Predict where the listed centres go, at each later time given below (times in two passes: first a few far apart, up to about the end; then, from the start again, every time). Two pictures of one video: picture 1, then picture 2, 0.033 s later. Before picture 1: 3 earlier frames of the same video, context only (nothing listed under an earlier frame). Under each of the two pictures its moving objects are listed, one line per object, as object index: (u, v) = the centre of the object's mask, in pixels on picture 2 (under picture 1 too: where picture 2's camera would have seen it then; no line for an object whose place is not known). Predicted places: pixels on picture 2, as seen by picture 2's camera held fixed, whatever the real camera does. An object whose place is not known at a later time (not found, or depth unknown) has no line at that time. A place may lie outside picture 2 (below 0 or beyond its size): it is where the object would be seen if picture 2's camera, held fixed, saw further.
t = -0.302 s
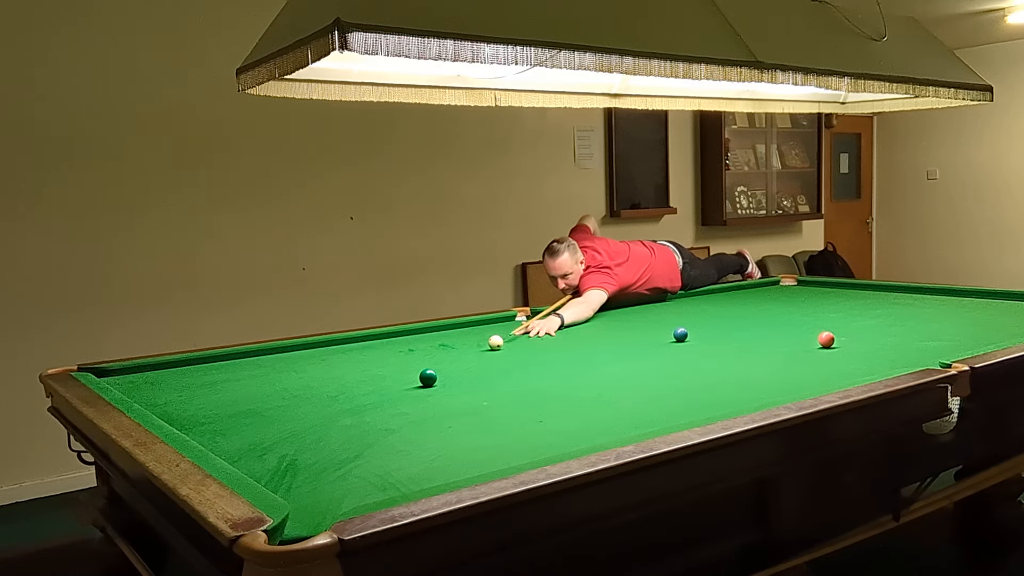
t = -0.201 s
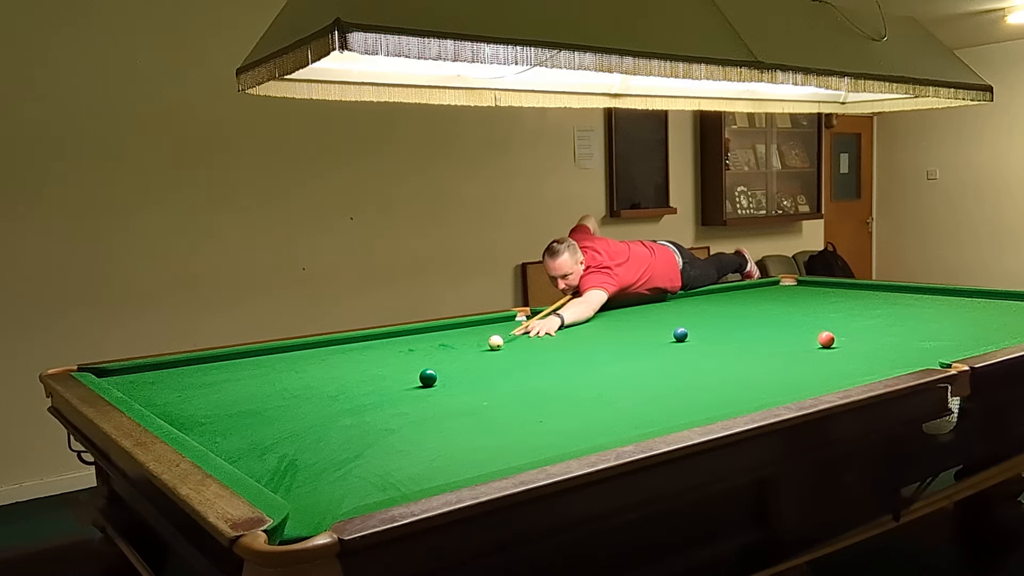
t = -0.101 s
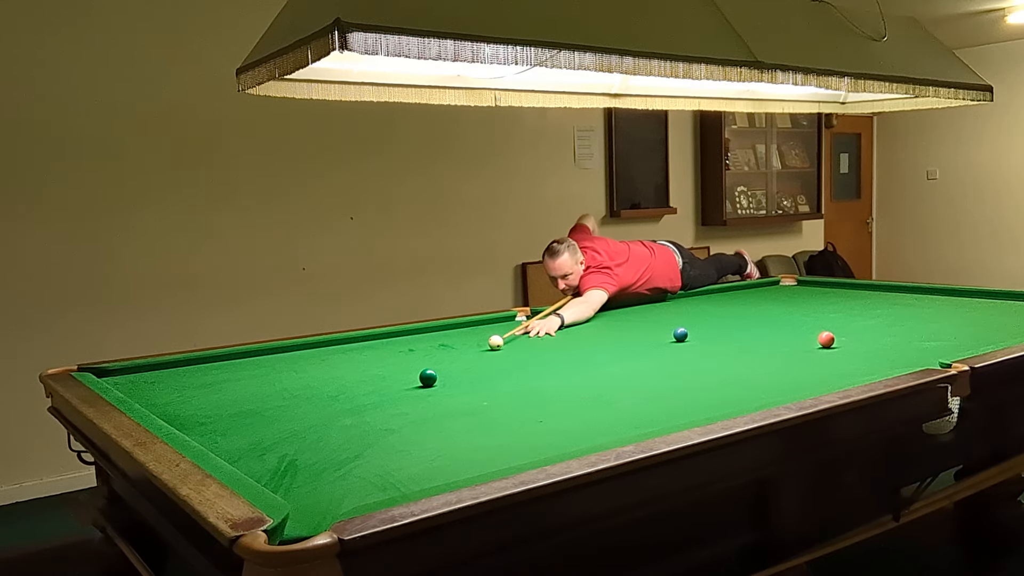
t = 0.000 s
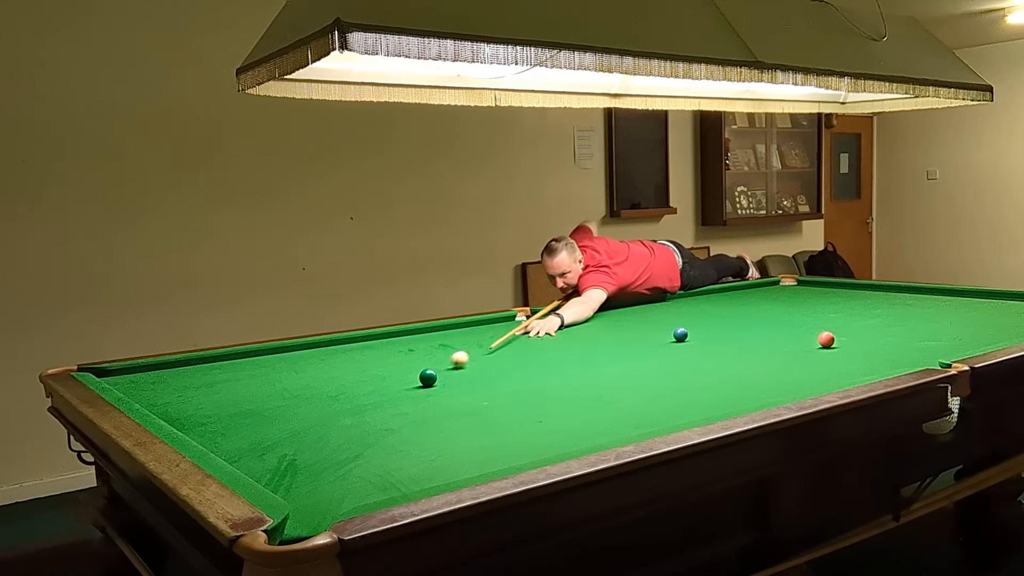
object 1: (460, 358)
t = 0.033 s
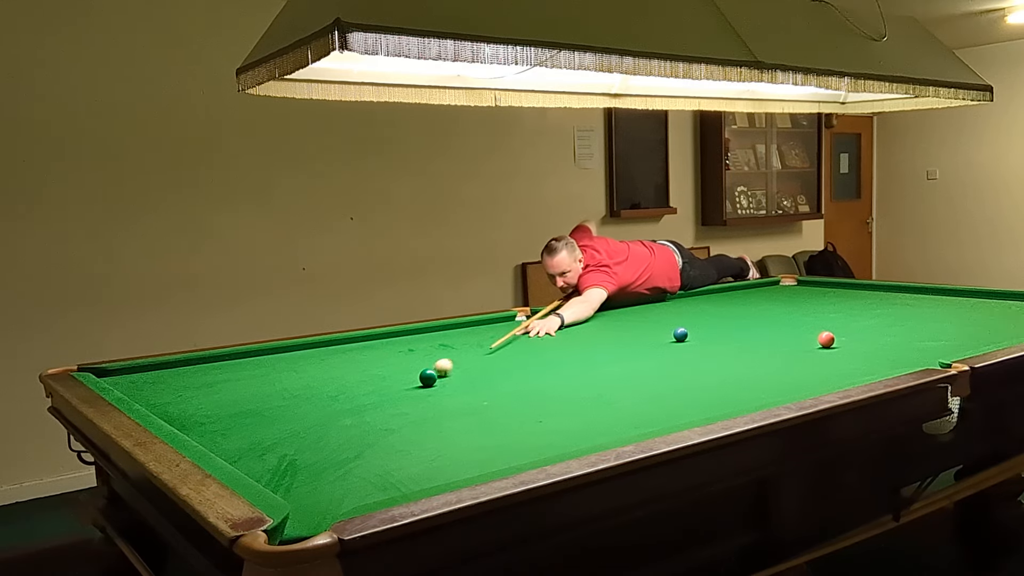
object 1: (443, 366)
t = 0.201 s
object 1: (382, 375)
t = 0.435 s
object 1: (307, 382)
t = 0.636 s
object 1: (241, 389)
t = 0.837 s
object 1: (174, 396)
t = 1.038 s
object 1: (155, 394)
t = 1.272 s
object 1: (188, 383)
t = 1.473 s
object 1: (212, 375)
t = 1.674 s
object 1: (234, 368)
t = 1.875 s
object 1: (253, 361)
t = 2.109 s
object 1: (273, 354)
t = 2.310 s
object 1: (289, 349)
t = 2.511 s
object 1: (303, 344)
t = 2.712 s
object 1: (322, 343)
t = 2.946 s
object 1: (342, 342)
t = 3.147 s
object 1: (359, 342)
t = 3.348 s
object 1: (374, 341)
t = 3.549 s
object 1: (388, 340)
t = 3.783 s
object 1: (403, 340)
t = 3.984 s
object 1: (414, 339)
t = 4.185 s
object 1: (425, 339)
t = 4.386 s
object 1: (434, 339)
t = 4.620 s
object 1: (443, 338)
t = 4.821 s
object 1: (449, 338)
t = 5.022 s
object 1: (454, 338)
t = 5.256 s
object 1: (458, 338)
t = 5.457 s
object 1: (461, 338)
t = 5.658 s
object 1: (462, 338)
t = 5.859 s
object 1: (463, 338)
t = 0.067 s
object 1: (428, 368)
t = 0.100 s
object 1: (415, 371)
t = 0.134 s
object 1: (404, 373)
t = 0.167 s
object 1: (393, 374)
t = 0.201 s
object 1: (382, 375)
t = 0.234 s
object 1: (371, 376)
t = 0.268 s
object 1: (361, 377)
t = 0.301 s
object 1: (350, 378)
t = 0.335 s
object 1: (340, 379)
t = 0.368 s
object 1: (329, 380)
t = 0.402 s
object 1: (318, 381)
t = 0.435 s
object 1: (307, 382)
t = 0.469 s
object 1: (296, 383)
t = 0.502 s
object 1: (285, 384)
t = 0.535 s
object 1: (275, 385)
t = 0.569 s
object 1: (264, 386)
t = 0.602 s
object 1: (252, 388)
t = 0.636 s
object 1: (241, 389)
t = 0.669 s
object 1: (230, 390)
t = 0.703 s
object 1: (219, 391)
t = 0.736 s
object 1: (208, 392)
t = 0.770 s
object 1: (197, 393)
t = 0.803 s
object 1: (185, 394)
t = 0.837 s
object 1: (174, 396)
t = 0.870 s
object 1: (163, 397)
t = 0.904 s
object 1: (151, 397)
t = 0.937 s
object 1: (141, 397)
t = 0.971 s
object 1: (144, 396)
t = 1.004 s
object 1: (149, 396)
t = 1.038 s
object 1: (155, 394)
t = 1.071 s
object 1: (160, 392)
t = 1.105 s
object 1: (165, 390)
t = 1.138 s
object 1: (169, 389)
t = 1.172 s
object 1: (174, 388)
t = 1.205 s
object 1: (179, 386)
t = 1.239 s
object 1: (183, 384)
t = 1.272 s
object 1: (188, 383)
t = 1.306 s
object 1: (192, 382)
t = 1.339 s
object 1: (196, 380)
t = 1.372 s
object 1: (200, 379)
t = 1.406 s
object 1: (204, 378)
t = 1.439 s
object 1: (208, 376)
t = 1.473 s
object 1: (212, 375)
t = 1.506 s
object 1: (216, 374)
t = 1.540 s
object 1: (219, 372)
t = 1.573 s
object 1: (223, 371)
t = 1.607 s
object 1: (227, 370)
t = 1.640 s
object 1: (230, 369)
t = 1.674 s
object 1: (234, 368)
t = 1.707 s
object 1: (237, 366)
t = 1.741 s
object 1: (240, 365)
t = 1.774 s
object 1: (244, 364)
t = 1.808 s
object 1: (247, 363)
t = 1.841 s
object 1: (250, 362)
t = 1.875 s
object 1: (253, 361)
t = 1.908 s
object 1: (256, 360)
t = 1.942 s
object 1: (259, 359)
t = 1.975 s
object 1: (262, 358)
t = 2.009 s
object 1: (265, 357)
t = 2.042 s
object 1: (268, 356)
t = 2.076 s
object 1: (271, 355)
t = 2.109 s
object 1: (273, 354)
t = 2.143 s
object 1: (276, 353)
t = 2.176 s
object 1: (279, 352)
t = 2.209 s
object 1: (281, 351)
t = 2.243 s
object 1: (284, 350)
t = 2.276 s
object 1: (286, 350)
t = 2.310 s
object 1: (289, 349)
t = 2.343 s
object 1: (291, 348)
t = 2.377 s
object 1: (293, 347)
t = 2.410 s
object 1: (296, 346)
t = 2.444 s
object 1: (298, 346)
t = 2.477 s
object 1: (300, 345)
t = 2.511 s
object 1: (303, 344)
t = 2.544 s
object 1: (306, 344)
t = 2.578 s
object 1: (309, 344)
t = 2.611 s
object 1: (313, 344)
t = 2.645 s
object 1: (316, 343)
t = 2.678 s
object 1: (319, 343)
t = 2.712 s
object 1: (322, 343)
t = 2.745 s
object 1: (325, 343)
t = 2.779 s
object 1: (328, 343)
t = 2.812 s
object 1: (331, 343)
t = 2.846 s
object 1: (334, 343)
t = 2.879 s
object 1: (336, 342)
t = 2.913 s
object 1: (339, 342)
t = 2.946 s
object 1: (342, 342)
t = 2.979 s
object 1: (345, 342)
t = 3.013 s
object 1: (348, 342)
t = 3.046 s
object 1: (351, 342)
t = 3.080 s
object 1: (353, 342)
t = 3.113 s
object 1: (356, 342)
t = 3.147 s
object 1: (359, 342)
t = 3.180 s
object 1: (361, 341)
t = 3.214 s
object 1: (364, 341)
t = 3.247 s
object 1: (366, 341)
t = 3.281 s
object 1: (369, 341)
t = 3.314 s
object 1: (371, 341)
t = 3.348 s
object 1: (374, 341)
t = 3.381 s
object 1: (376, 341)
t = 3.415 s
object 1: (379, 341)
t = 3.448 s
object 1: (381, 341)
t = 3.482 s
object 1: (383, 341)
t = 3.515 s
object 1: (385, 340)
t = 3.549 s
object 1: (388, 340)
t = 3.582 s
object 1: (390, 340)
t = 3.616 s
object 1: (392, 340)
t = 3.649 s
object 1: (394, 340)
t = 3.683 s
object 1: (397, 340)
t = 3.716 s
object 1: (399, 340)
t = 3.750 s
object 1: (401, 340)
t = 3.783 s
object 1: (403, 340)
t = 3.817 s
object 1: (405, 340)
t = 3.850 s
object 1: (407, 340)
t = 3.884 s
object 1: (409, 340)
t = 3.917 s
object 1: (411, 340)
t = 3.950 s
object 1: (413, 340)
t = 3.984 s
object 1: (414, 339)
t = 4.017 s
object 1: (416, 339)
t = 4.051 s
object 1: (418, 339)
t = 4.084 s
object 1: (420, 339)
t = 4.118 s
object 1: (421, 339)
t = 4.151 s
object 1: (423, 339)
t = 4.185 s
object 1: (425, 339)
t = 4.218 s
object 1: (426, 339)
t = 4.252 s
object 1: (428, 339)
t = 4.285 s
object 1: (429, 339)
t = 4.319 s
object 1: (431, 339)
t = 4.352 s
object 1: (432, 339)
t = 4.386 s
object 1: (434, 339)
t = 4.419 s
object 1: (435, 339)
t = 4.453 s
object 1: (436, 339)
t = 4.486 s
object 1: (438, 339)
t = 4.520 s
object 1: (439, 338)
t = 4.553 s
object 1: (440, 338)
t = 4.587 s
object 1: (441, 339)
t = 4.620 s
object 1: (443, 338)
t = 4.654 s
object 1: (444, 338)
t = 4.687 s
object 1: (445, 338)
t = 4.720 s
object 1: (446, 338)
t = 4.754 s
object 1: (447, 338)
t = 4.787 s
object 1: (448, 338)
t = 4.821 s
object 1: (449, 338)
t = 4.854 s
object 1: (450, 338)
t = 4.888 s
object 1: (451, 338)
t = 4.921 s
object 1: (452, 338)
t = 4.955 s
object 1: (452, 338)
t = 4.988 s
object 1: (453, 338)
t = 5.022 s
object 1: (454, 338)
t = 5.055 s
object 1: (455, 338)
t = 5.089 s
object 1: (455, 338)
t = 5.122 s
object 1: (456, 338)
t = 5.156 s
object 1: (457, 338)
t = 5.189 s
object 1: (457, 338)
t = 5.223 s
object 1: (458, 338)
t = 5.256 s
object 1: (458, 338)
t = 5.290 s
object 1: (459, 338)
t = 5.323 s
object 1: (459, 338)
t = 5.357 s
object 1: (460, 338)
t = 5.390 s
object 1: (460, 338)
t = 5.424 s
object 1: (461, 338)
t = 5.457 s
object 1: (461, 338)
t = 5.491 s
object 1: (461, 338)
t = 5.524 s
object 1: (462, 338)
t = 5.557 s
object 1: (462, 338)
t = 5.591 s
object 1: (462, 338)
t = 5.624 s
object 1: (462, 338)
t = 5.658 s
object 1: (462, 338)
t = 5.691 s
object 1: (462, 338)
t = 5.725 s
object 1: (463, 338)
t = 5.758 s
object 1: (463, 338)
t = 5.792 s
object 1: (463, 338)
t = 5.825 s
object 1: (463, 338)
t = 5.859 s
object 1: (463, 338)
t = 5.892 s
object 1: (463, 338)
